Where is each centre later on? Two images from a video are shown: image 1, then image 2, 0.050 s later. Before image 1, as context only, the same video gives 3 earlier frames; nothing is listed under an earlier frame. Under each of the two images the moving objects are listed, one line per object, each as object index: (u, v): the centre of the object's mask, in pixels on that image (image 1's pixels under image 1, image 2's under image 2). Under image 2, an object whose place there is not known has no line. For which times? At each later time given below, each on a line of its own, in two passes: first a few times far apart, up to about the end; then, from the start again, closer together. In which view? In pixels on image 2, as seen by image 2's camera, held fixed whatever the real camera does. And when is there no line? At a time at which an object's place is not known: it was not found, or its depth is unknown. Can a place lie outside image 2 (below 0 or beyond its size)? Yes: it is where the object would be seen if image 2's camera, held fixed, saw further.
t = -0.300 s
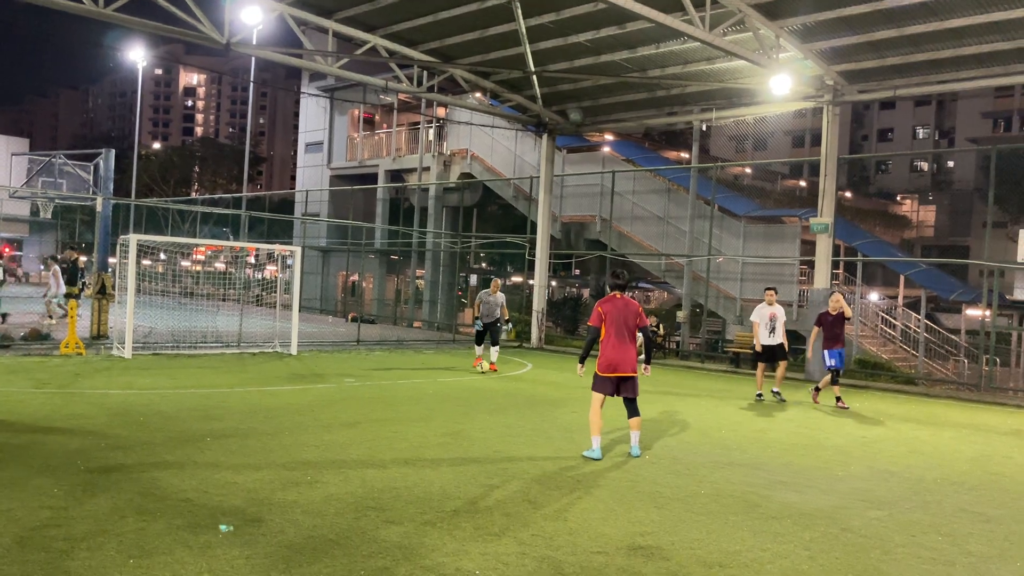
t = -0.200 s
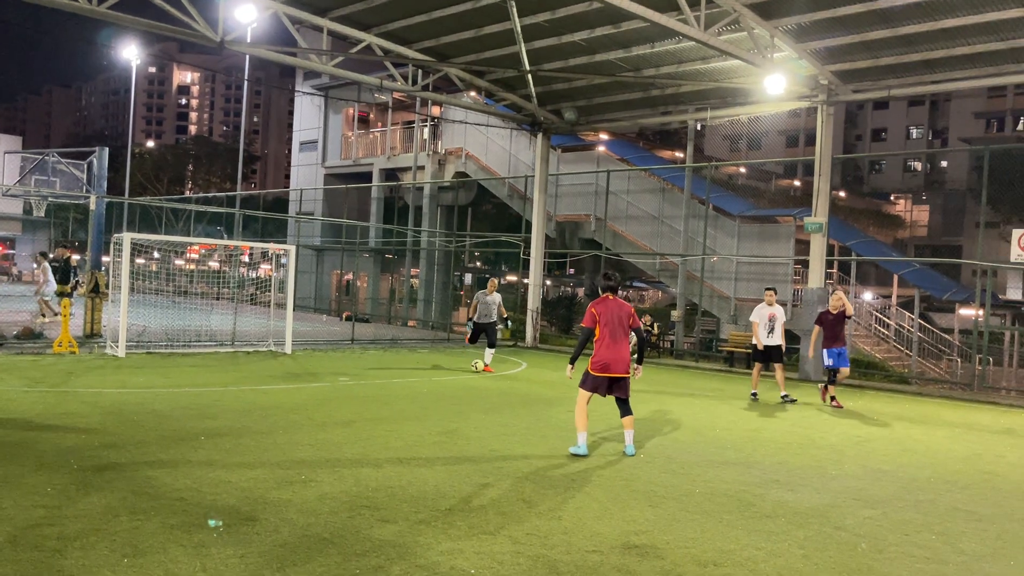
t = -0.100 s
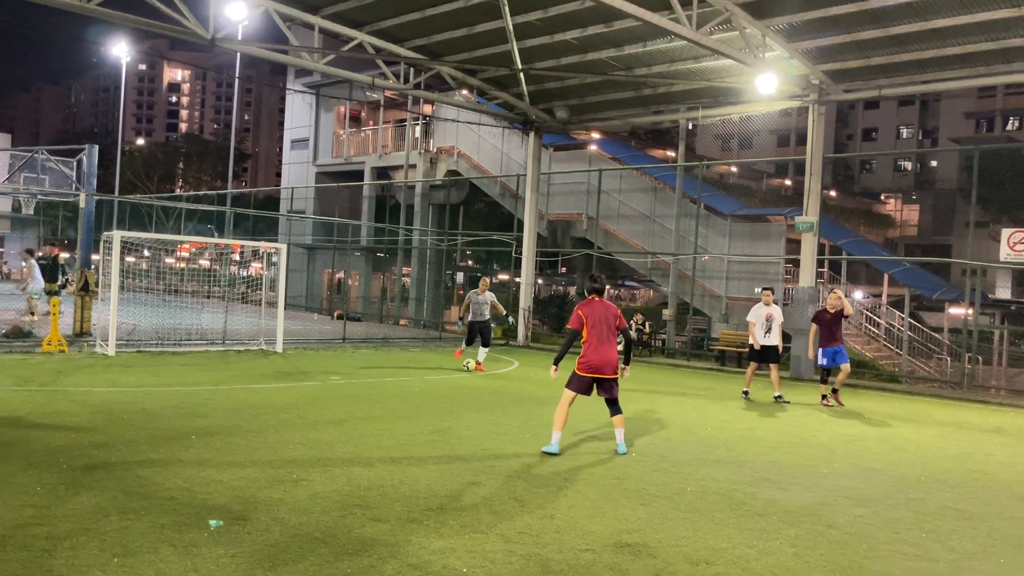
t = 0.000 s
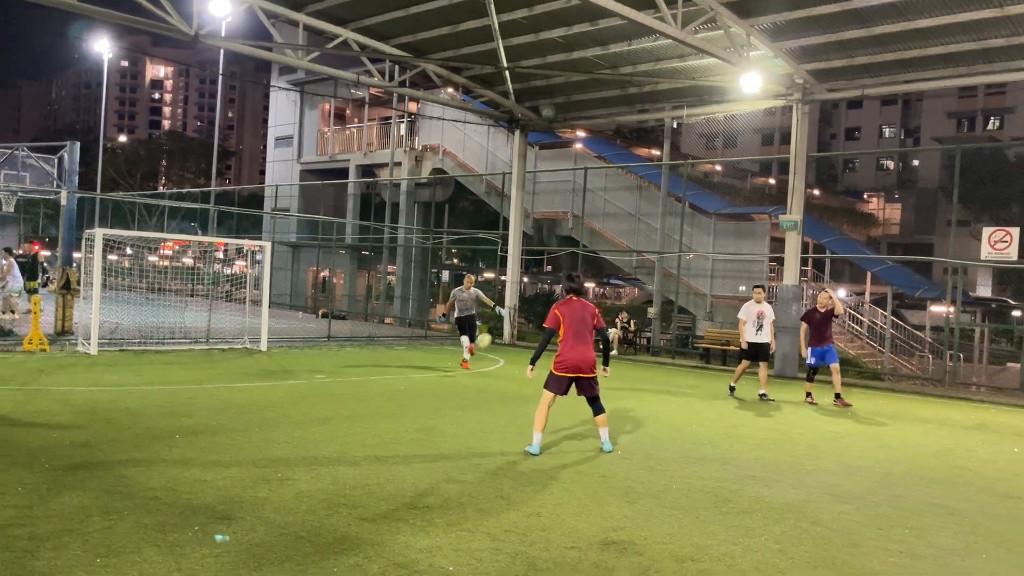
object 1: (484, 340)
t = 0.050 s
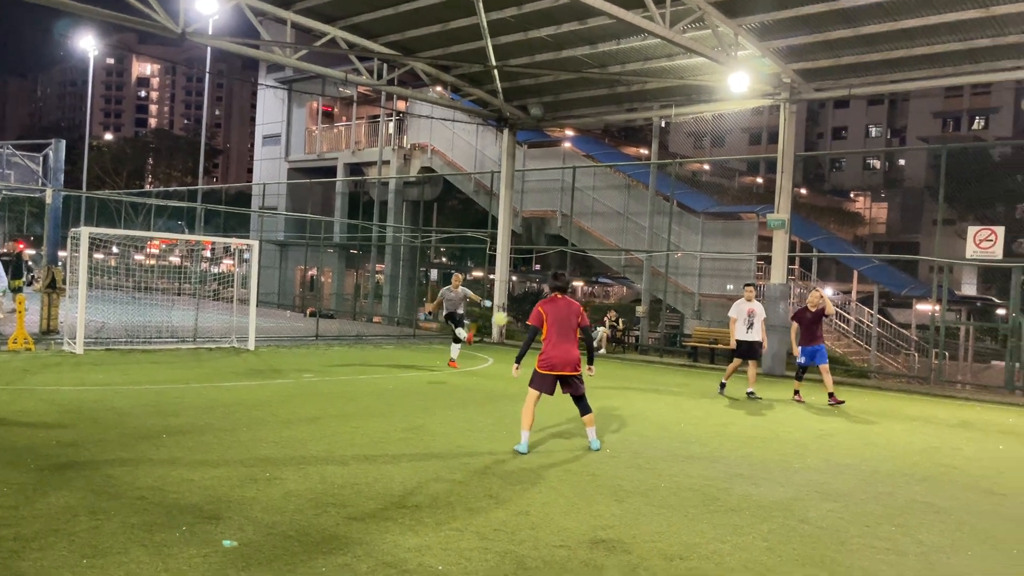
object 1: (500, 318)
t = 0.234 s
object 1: (623, 241)
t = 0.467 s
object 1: (867, 128)
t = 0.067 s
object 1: (510, 312)
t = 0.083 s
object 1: (519, 305)
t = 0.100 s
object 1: (529, 298)
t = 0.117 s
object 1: (538, 291)
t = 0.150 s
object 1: (566, 275)
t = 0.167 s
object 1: (573, 270)
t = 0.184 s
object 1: (585, 263)
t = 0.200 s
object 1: (598, 256)
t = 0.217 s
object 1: (610, 248)
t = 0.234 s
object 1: (623, 241)
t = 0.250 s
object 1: (637, 233)
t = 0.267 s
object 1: (651, 226)
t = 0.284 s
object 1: (665, 218)
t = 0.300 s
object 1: (682, 211)
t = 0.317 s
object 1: (697, 203)
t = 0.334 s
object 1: (714, 195)
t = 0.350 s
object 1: (728, 186)
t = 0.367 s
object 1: (748, 179)
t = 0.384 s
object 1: (766, 171)
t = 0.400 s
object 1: (785, 163)
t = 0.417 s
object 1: (804, 155)
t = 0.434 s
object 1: (824, 146)
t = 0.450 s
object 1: (845, 138)
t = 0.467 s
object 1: (867, 128)
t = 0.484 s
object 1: (890, 120)
